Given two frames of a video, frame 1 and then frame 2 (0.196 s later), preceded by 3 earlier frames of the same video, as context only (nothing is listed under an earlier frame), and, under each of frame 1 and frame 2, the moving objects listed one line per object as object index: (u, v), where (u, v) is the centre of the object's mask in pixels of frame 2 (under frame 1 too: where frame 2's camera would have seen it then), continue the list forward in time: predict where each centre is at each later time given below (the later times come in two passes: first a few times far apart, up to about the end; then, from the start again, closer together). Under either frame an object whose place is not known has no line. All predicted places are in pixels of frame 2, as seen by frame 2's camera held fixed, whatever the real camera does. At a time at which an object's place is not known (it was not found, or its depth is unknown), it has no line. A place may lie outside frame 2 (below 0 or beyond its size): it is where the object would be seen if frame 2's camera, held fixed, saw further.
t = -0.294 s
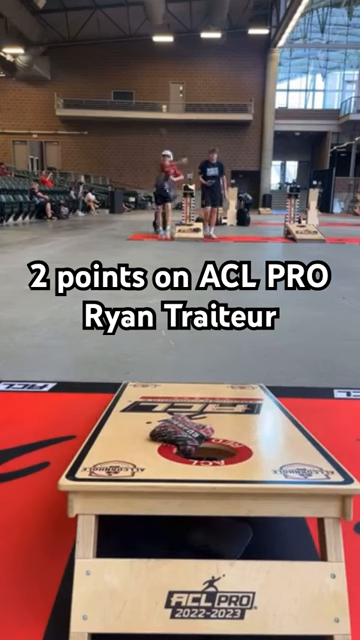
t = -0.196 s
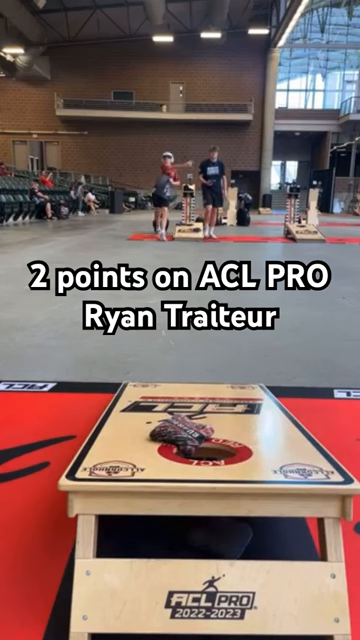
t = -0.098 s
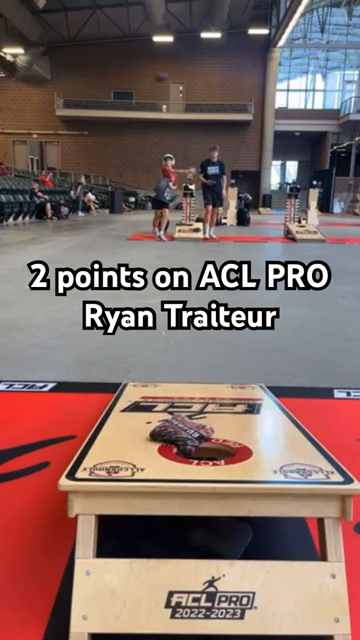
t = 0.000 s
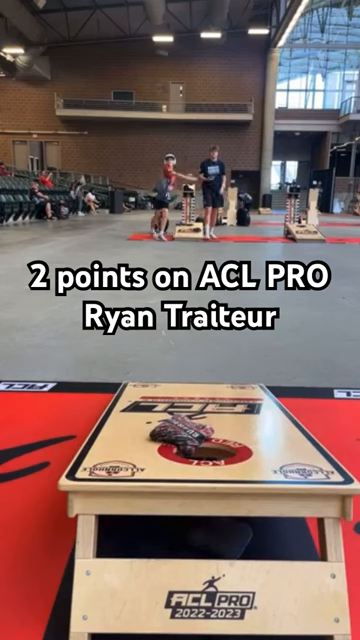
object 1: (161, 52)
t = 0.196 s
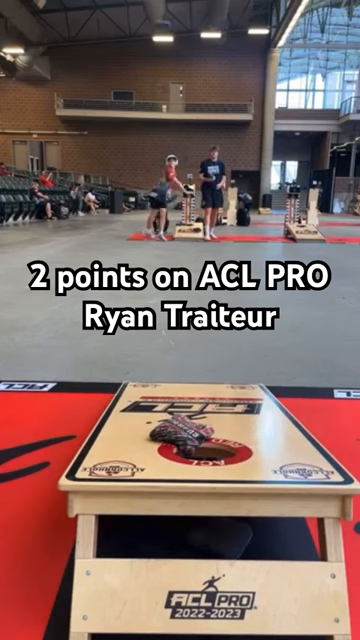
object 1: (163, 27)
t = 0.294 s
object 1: (162, 25)
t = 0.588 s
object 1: (160, 137)
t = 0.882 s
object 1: (148, 420)
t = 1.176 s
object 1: (139, 448)
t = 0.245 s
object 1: (161, 26)
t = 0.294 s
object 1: (162, 25)
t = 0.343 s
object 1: (161, 26)
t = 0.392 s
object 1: (161, 38)
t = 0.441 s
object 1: (163, 42)
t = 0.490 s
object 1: (159, 69)
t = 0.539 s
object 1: (160, 88)
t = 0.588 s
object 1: (160, 137)
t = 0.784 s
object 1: (151, 411)
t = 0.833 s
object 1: (150, 414)
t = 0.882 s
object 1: (148, 420)
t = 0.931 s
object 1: (143, 430)
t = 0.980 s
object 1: (141, 434)
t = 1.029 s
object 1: (139, 444)
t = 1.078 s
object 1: (138, 447)
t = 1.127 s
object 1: (138, 448)
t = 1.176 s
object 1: (139, 448)
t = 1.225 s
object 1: (139, 448)
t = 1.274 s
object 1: (139, 448)
